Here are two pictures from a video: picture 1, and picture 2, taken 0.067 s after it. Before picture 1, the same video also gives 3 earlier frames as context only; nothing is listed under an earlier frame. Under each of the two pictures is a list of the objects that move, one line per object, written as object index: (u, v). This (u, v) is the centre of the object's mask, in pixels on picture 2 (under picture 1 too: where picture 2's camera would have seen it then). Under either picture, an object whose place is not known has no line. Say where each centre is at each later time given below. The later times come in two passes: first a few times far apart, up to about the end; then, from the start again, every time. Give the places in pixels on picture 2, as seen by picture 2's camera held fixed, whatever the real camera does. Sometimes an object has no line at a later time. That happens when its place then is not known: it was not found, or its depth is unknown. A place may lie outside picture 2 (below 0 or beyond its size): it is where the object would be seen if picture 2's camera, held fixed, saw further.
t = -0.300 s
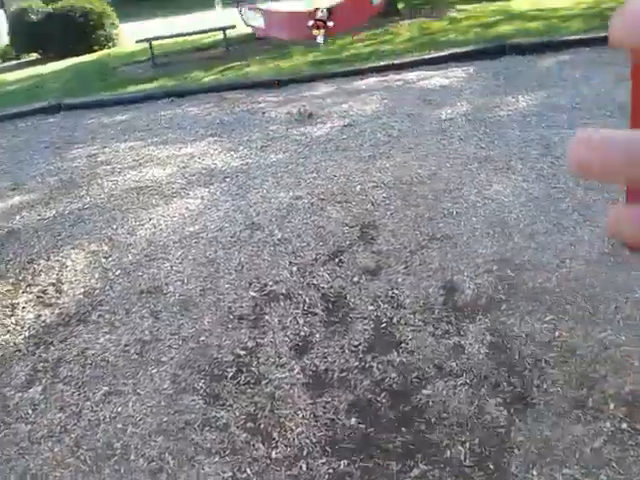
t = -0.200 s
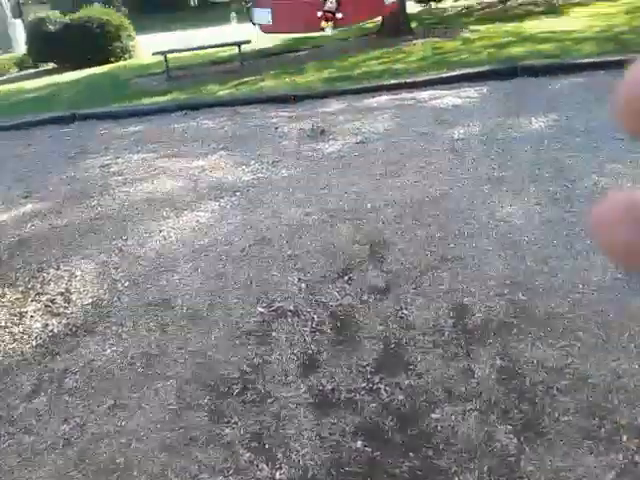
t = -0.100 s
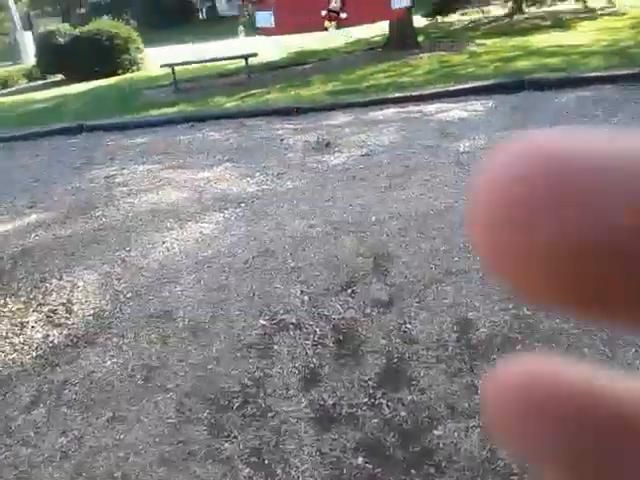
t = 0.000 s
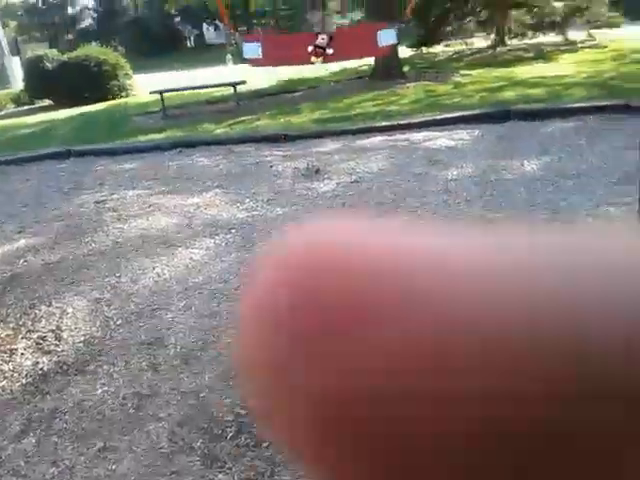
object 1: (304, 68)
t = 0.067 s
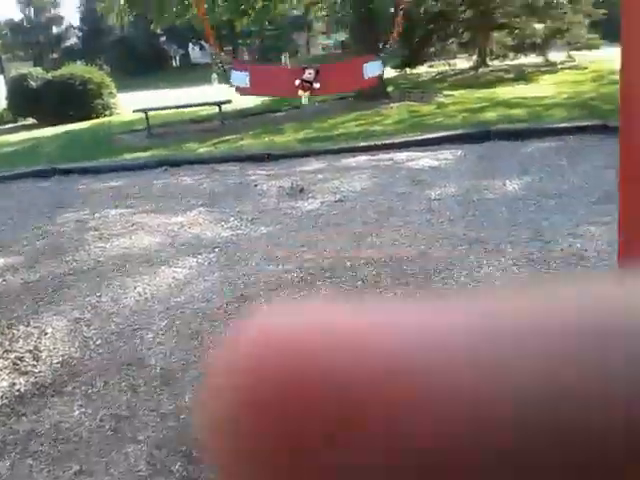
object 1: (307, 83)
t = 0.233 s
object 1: (317, 132)
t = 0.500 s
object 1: (344, 237)
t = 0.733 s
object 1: (377, 281)
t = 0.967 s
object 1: (422, 208)
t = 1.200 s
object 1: (464, 99)
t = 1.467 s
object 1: (393, 188)
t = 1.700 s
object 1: (354, 290)
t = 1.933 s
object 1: (330, 179)
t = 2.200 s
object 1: (318, 122)
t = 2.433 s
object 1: (314, 93)
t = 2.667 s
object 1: (318, 104)
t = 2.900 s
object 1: (333, 176)
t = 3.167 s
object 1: (356, 247)
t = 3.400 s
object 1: (385, 248)
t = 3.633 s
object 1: (422, 198)
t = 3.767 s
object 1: (428, 190)
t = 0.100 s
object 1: (308, 92)
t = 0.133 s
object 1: (310, 102)
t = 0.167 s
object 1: (312, 111)
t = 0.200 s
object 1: (314, 122)
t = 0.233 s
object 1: (317, 132)
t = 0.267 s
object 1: (320, 144)
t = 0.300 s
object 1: (323, 156)
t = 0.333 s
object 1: (324, 168)
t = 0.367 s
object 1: (327, 181)
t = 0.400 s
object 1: (331, 195)
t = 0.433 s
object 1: (335, 210)
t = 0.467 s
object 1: (339, 224)
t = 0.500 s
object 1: (344, 237)
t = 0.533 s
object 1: (349, 250)
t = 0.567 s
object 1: (354, 261)
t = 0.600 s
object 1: (358, 270)
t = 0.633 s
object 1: (363, 275)
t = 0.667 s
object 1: (367, 279)
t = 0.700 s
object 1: (372, 281)
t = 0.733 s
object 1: (377, 281)
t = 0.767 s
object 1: (382, 280)
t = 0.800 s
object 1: (388, 277)
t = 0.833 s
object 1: (394, 271)
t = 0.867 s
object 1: (400, 263)
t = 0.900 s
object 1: (407, 250)
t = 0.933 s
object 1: (413, 231)
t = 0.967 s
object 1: (422, 208)
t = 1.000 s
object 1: (430, 183)
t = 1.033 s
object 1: (438, 159)
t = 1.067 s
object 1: (446, 140)
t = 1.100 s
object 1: (454, 124)
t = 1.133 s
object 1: (460, 112)
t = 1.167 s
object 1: (463, 103)
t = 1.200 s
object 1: (464, 99)
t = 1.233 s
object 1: (462, 94)
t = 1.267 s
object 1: (450, 95)
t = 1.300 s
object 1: (439, 101)
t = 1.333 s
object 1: (429, 111)
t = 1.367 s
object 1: (419, 125)
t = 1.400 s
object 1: (409, 144)
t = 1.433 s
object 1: (400, 166)
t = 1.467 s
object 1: (393, 188)
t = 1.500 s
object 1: (385, 212)
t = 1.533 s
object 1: (384, 236)
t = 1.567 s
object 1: (378, 257)
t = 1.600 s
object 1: (369, 274)
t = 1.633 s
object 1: (364, 287)
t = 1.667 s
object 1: (360, 292)
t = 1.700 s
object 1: (354, 290)
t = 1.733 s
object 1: (349, 281)
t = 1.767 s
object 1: (346, 267)
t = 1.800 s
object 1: (343, 248)
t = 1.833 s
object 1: (340, 230)
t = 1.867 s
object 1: (336, 211)
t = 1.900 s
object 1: (333, 194)
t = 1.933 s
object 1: (330, 179)
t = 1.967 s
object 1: (327, 167)
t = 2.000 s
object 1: (325, 157)
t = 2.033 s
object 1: (323, 149)
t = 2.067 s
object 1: (322, 143)
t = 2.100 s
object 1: (320, 138)
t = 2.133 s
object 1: (319, 134)
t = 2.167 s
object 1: (318, 129)
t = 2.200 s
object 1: (318, 122)
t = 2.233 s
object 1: (317, 118)
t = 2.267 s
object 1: (316, 113)
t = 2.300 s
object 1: (315, 107)
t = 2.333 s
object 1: (314, 103)
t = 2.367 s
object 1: (314, 98)
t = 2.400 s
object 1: (314, 95)
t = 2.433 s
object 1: (314, 93)
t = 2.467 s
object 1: (313, 92)
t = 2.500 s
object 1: (313, 92)
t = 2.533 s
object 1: (313, 92)
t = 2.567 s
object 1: (314, 94)
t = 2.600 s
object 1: (315, 96)
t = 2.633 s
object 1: (317, 99)
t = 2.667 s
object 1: (318, 104)
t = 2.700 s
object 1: (320, 110)
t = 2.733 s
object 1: (321, 118)
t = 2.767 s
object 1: (323, 127)
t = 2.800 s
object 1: (325, 138)
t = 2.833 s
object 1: (328, 149)
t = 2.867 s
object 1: (330, 163)
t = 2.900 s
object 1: (333, 176)
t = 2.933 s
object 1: (337, 191)
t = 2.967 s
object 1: (339, 204)
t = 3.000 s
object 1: (342, 217)
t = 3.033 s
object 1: (345, 227)
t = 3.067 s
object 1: (349, 234)
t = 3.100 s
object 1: (349, 240)
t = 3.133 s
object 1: (353, 244)
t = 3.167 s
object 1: (356, 247)
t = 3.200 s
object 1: (359, 250)
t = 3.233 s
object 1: (364, 253)
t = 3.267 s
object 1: (368, 255)
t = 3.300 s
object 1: (373, 256)
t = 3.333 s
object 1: (377, 255)
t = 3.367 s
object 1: (381, 252)
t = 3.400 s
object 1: (385, 248)
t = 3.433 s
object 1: (391, 246)
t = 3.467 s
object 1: (396, 238)
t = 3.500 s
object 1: (405, 230)
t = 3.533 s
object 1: (411, 221)
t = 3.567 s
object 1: (415, 211)
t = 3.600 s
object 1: (419, 203)
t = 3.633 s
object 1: (422, 198)
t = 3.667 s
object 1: (424, 193)
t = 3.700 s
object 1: (427, 190)
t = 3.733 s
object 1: (428, 190)
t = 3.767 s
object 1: (428, 190)
